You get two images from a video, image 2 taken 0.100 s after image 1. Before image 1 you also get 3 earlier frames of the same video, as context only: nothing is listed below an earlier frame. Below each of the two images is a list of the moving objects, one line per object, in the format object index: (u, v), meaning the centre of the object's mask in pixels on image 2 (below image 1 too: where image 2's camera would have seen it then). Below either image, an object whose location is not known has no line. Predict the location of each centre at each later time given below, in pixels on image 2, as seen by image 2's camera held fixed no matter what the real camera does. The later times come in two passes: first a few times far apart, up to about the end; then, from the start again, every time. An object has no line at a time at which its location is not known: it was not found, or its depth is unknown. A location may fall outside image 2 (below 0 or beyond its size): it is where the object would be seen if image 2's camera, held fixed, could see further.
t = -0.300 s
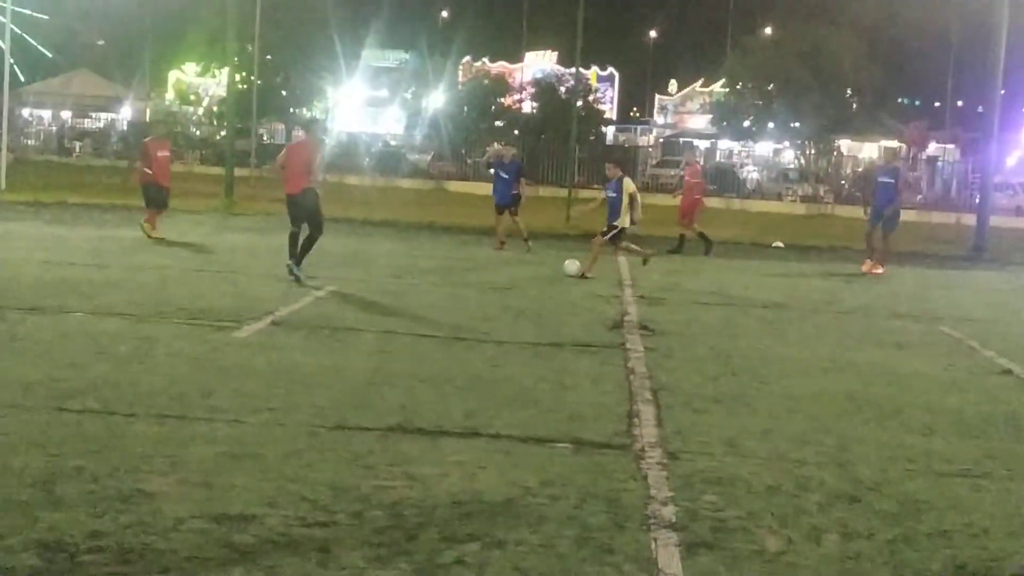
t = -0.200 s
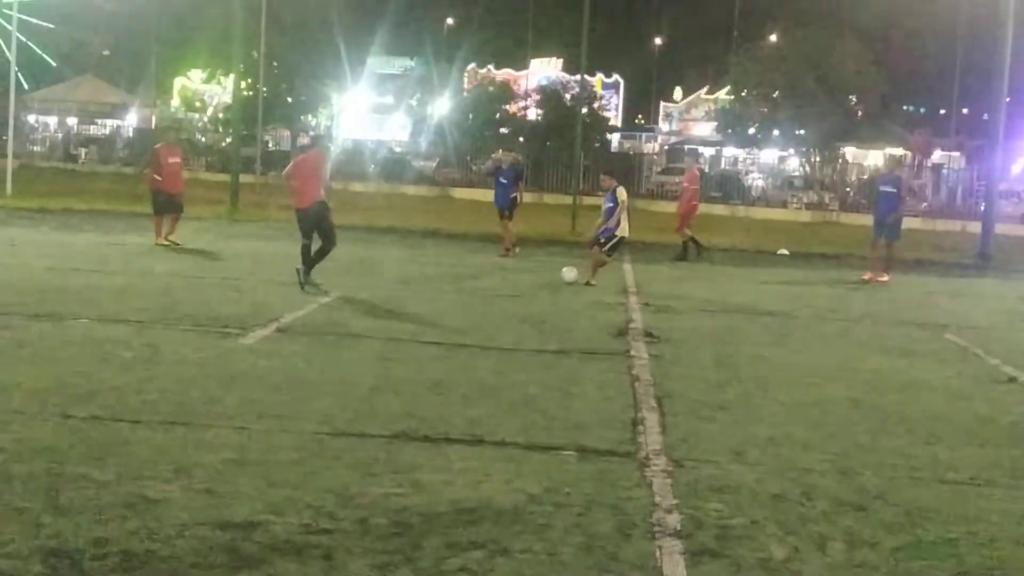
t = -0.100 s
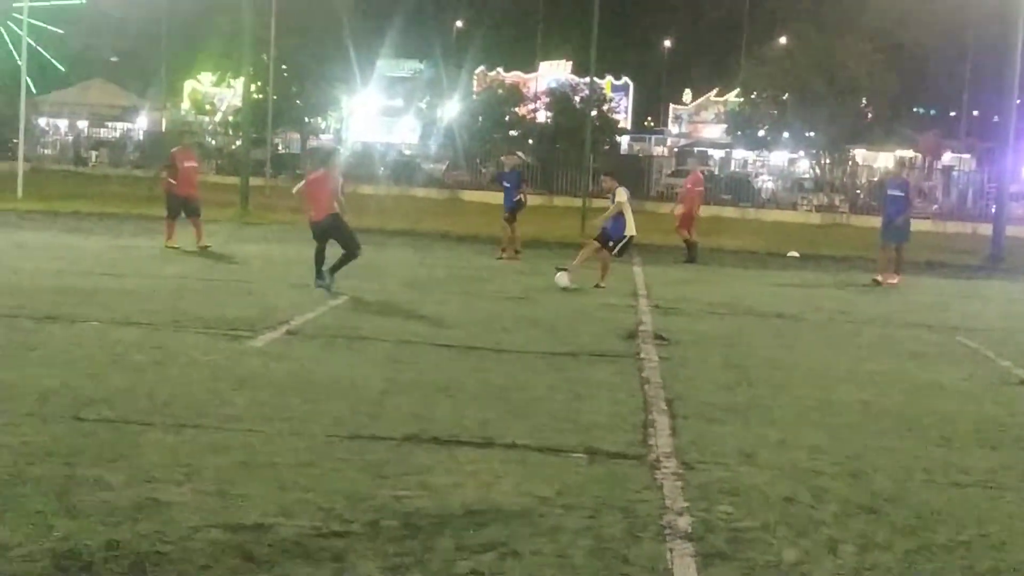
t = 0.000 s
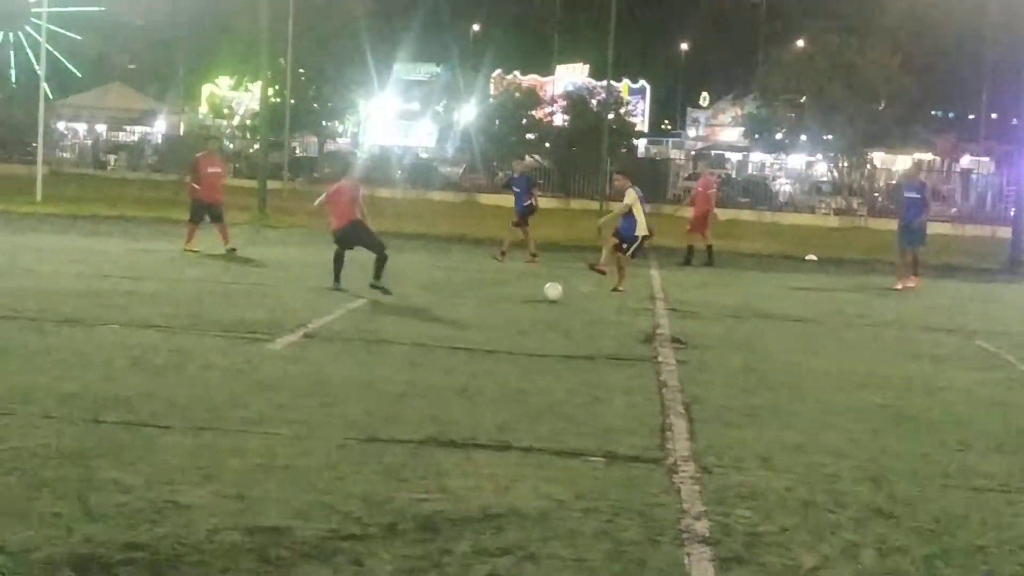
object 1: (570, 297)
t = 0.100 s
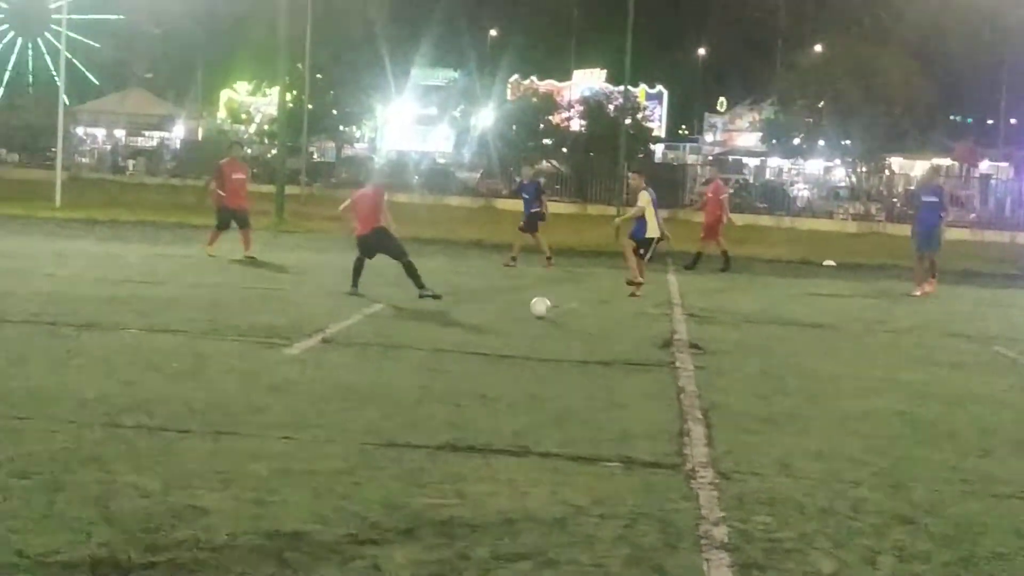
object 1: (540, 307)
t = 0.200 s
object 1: (510, 319)
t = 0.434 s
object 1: (435, 346)
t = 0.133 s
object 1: (530, 309)
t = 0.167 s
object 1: (520, 313)
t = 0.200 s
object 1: (510, 319)
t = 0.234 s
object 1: (499, 322)
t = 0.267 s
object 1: (489, 326)
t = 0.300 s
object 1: (479, 330)
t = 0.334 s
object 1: (467, 333)
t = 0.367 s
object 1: (458, 337)
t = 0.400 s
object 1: (446, 341)
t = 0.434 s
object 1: (435, 346)
